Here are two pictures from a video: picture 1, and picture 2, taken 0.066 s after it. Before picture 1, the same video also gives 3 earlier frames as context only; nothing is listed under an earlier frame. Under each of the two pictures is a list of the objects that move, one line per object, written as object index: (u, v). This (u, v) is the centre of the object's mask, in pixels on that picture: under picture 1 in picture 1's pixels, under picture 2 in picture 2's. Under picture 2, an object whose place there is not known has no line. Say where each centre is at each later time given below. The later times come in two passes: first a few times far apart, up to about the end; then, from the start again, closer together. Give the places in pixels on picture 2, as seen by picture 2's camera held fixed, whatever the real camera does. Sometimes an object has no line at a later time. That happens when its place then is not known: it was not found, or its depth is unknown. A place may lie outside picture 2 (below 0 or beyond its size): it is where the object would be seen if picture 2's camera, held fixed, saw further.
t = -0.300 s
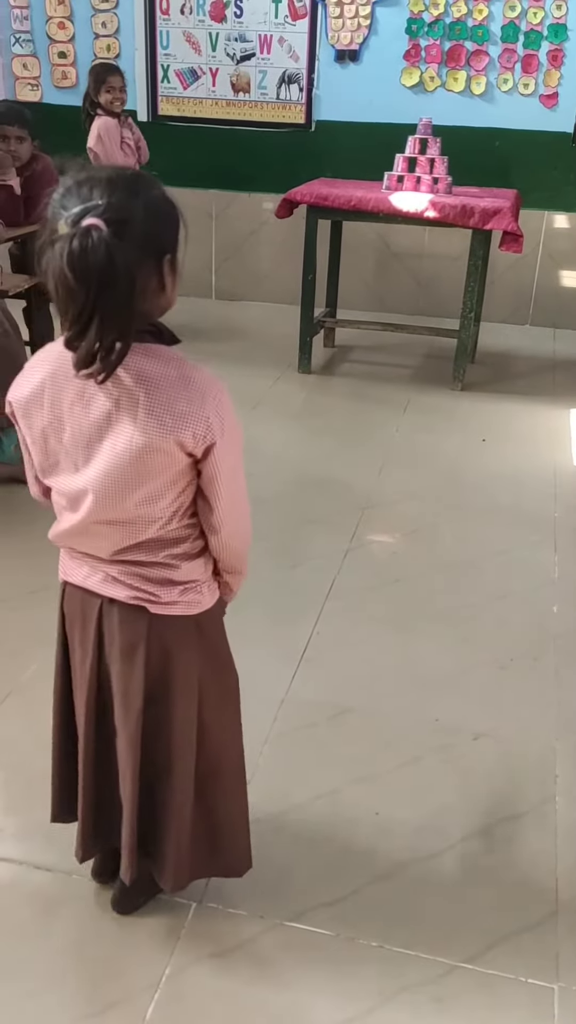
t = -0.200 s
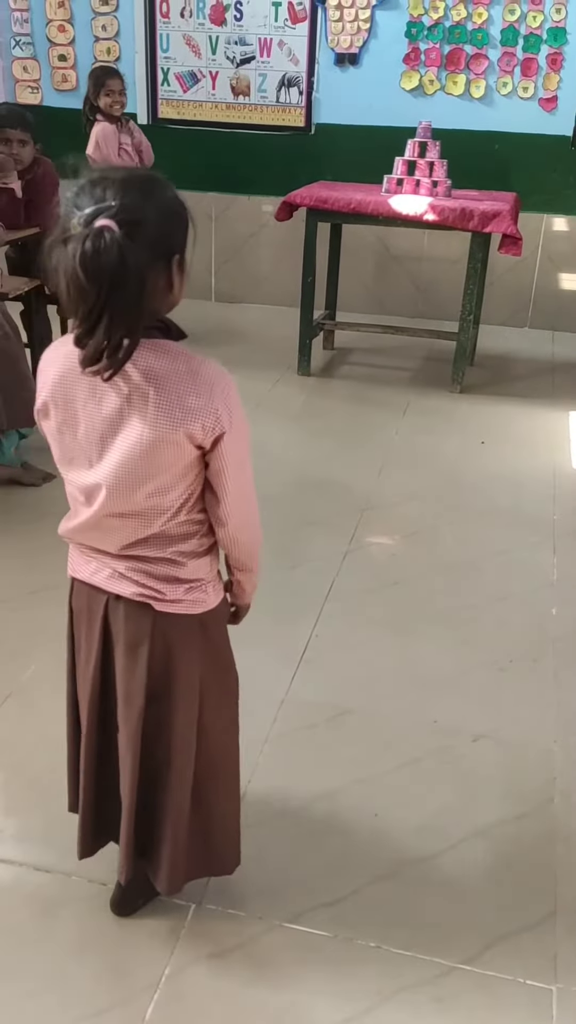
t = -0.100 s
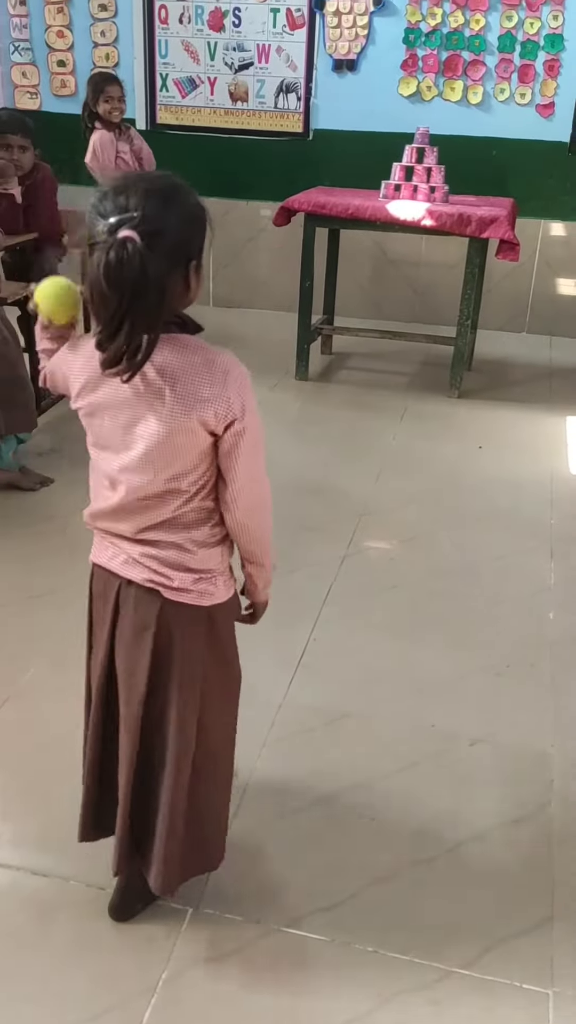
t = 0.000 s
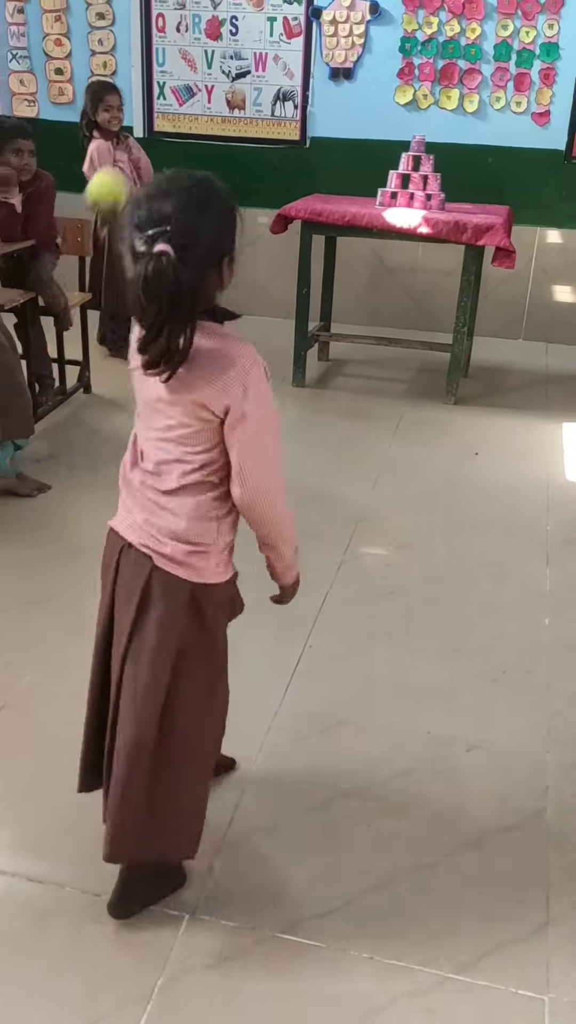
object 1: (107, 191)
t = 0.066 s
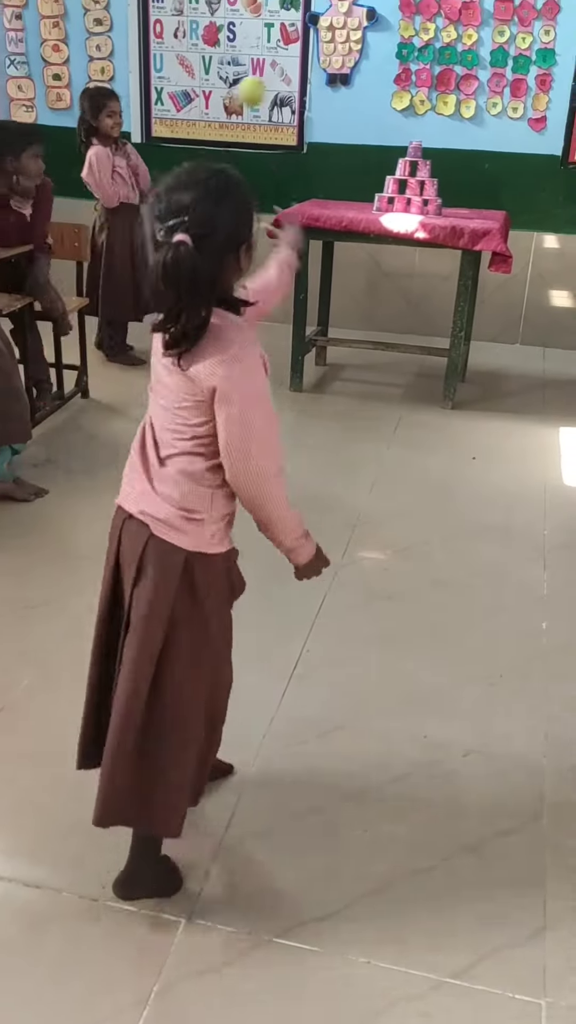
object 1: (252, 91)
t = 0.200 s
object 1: (388, 145)
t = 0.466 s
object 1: (422, 165)
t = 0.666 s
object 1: (422, 183)
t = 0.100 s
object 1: (301, 85)
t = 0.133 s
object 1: (339, 93)
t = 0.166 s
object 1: (366, 115)
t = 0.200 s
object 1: (388, 145)
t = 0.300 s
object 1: (420, 176)
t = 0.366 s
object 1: (427, 163)
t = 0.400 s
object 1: (430, 158)
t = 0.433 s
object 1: (425, 158)
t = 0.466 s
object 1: (422, 165)
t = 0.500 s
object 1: (417, 183)
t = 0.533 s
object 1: (414, 197)
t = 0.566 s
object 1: (417, 179)
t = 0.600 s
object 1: (419, 171)
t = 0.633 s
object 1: (420, 172)
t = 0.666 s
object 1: (422, 183)
